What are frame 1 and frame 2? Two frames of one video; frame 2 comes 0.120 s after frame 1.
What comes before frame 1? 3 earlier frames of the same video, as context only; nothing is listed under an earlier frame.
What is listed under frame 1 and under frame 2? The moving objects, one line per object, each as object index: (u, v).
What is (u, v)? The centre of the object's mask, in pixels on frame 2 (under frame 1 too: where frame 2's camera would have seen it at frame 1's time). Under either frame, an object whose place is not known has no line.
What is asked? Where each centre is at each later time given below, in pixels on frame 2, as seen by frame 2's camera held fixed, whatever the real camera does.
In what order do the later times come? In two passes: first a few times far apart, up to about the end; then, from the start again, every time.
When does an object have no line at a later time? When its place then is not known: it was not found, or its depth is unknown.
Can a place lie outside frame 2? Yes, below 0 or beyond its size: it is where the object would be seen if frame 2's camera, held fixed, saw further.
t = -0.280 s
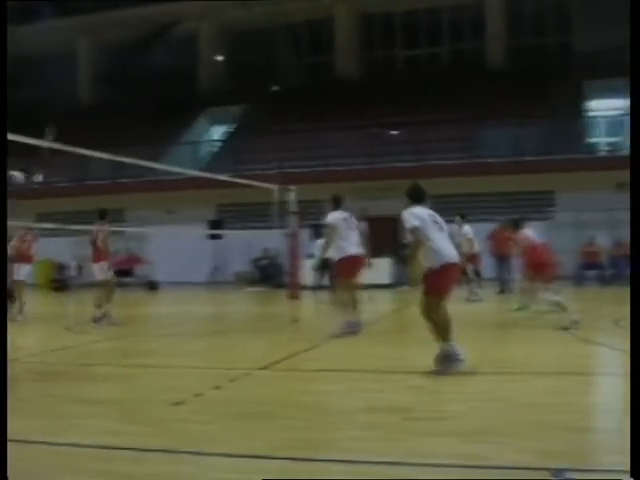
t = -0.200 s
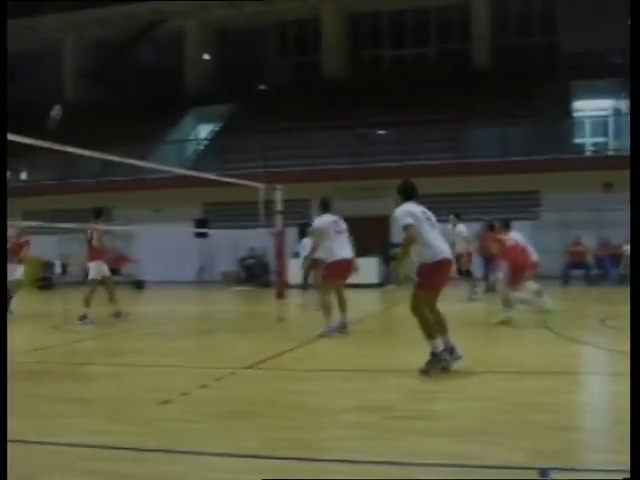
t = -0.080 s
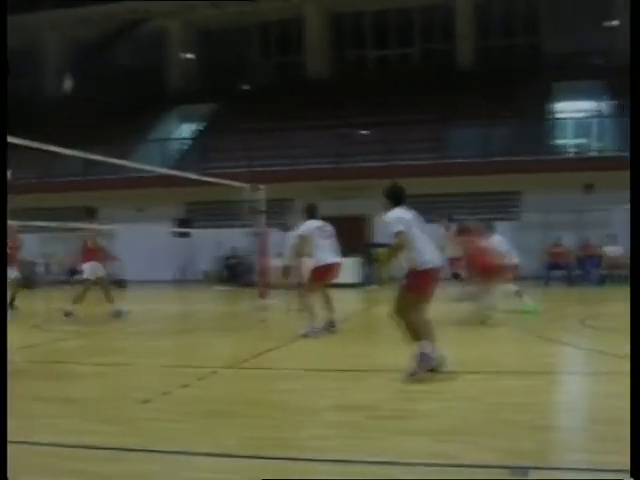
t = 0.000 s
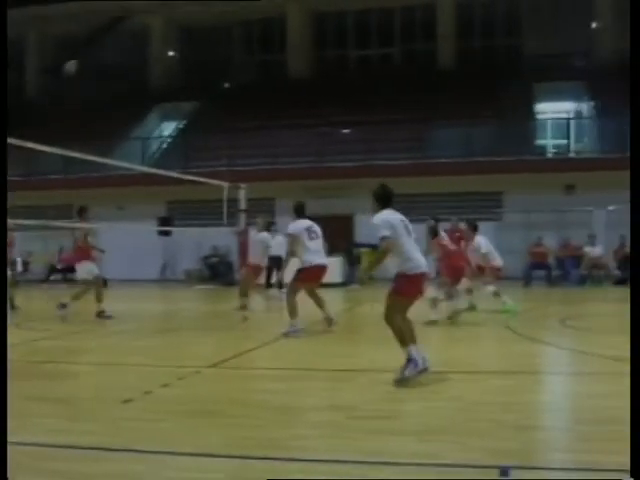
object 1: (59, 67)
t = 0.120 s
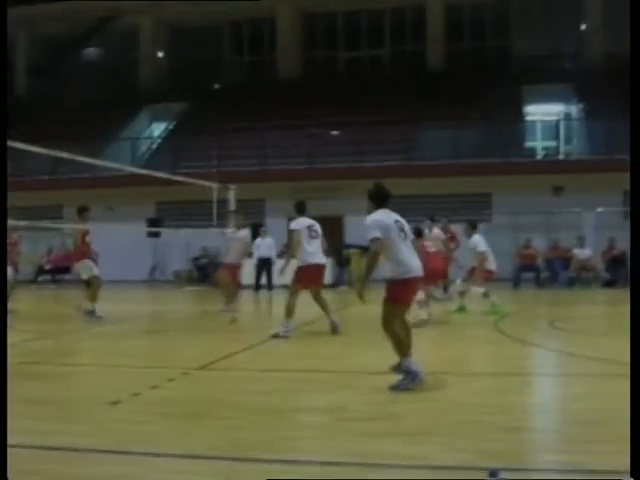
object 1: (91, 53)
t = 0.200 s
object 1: (113, 48)
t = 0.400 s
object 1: (165, 52)
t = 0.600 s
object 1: (214, 78)
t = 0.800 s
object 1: (262, 122)
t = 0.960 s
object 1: (297, 169)
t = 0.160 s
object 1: (101, 51)
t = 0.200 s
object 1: (113, 48)
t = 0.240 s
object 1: (123, 46)
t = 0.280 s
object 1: (132, 47)
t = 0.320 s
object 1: (144, 49)
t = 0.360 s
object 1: (152, 47)
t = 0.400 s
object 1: (165, 52)
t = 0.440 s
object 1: (173, 53)
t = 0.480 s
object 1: (183, 58)
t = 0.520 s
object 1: (193, 63)
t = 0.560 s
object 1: (204, 70)
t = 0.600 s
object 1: (214, 78)
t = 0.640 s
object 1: (223, 84)
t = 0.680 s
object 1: (232, 91)
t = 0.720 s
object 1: (242, 100)
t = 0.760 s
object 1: (252, 111)
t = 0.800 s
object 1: (262, 122)
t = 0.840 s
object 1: (270, 133)
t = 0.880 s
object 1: (278, 142)
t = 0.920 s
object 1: (287, 156)
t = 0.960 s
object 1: (297, 169)
